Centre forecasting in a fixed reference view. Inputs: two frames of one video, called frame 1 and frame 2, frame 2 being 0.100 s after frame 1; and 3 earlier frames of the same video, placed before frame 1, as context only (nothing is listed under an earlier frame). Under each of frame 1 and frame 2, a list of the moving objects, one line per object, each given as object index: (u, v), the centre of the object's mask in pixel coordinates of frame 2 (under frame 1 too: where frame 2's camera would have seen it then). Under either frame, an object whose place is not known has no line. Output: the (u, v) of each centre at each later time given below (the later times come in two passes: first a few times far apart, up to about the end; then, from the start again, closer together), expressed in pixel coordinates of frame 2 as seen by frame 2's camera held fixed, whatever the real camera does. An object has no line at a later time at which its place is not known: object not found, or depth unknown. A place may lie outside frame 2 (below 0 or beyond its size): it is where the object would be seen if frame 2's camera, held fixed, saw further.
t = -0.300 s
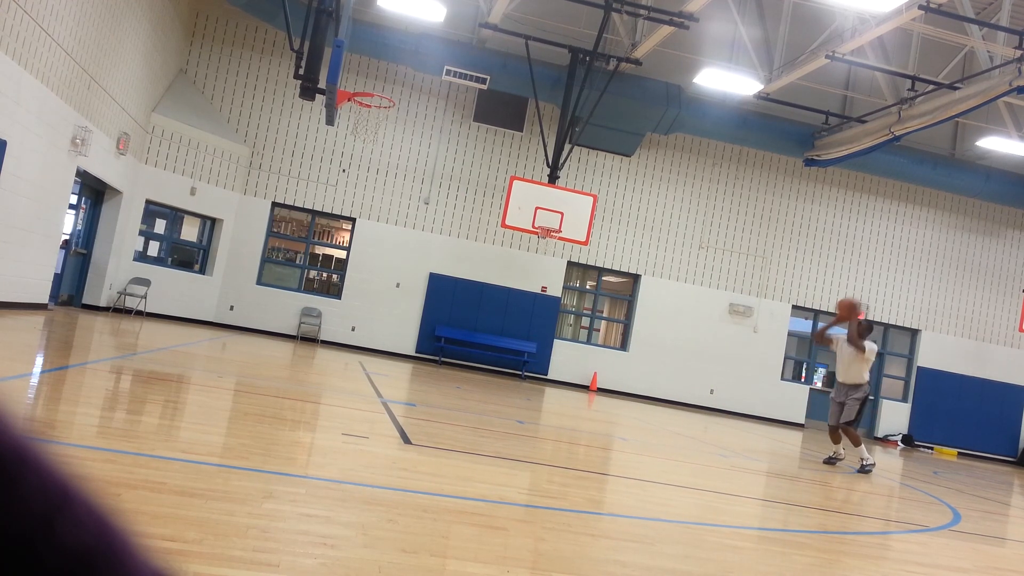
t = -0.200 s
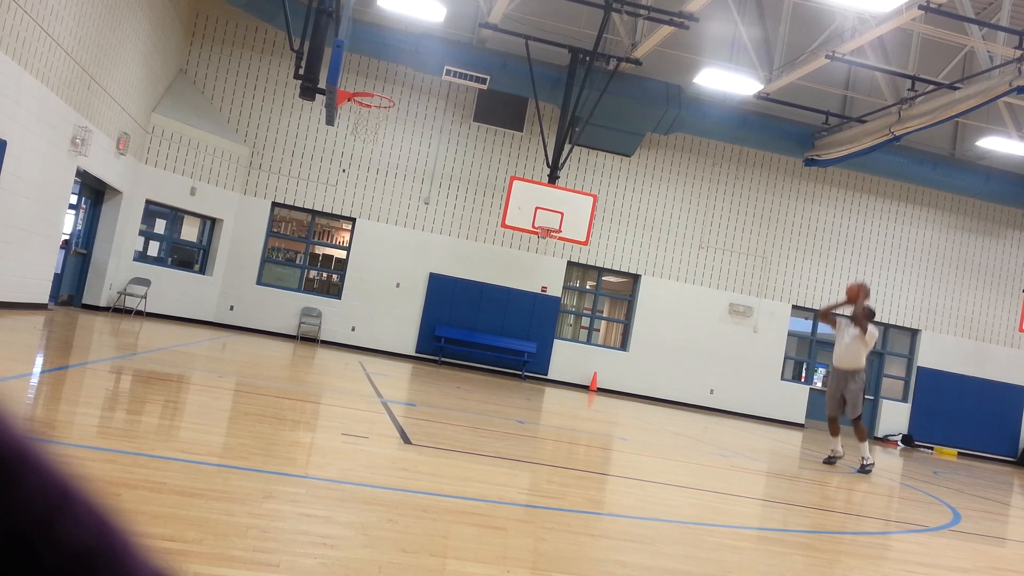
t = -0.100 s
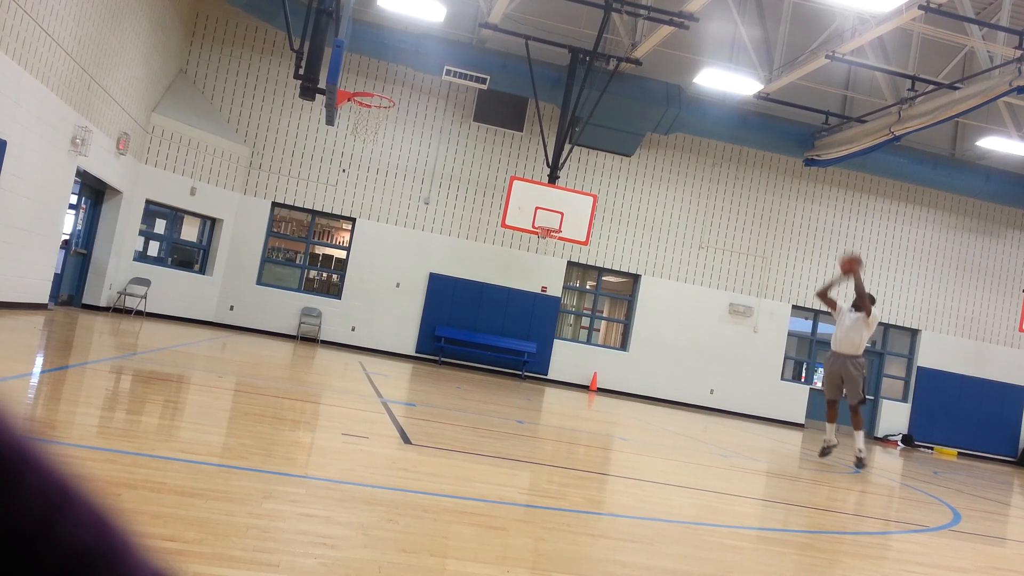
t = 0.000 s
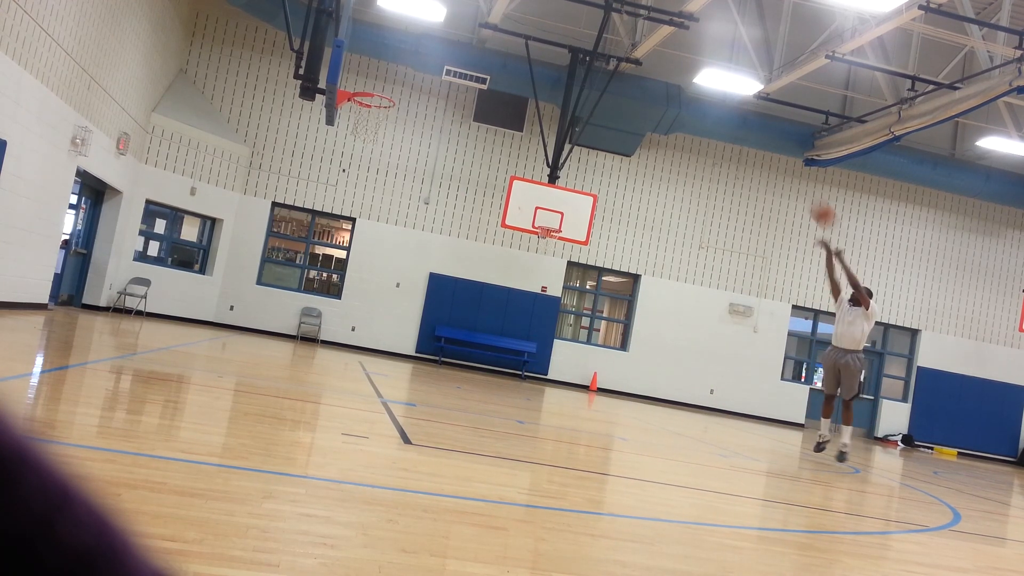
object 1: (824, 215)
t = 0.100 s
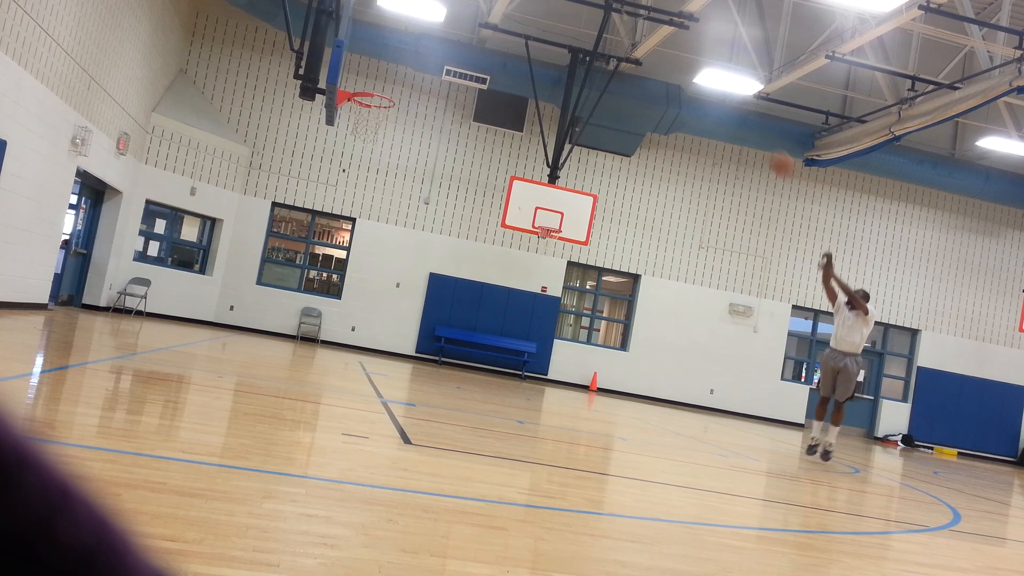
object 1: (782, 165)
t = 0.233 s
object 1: (727, 112)
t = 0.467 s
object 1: (622, 55)
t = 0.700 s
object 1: (515, 44)
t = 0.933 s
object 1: (396, 79)
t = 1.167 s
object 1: (391, 138)
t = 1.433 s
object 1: (413, 196)
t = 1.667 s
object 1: (423, 299)
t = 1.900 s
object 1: (436, 343)
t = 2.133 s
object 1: (463, 277)
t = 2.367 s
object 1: (482, 254)
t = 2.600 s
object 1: (493, 279)
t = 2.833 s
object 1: (495, 352)
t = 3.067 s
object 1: (511, 353)
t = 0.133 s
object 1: (768, 148)
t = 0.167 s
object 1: (754, 135)
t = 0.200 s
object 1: (741, 124)
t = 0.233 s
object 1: (727, 112)
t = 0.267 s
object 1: (712, 103)
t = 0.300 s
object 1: (695, 92)
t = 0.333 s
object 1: (682, 82)
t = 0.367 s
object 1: (667, 74)
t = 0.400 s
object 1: (652, 66)
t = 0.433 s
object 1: (637, 60)
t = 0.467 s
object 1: (622, 55)
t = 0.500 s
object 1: (607, 50)
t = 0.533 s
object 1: (593, 49)
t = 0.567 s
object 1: (577, 45)
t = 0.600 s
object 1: (562, 42)
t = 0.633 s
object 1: (546, 43)
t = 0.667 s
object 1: (530, 42)
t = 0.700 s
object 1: (515, 44)
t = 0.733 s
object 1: (497, 47)
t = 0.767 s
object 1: (481, 50)
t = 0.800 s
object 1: (467, 52)
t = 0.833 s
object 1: (448, 57)
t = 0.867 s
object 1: (432, 63)
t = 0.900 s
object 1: (414, 70)
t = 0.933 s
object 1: (396, 79)
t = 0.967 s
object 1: (379, 87)
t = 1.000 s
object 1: (362, 101)
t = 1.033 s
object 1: (368, 110)
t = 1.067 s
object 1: (378, 126)
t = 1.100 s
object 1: (383, 132)
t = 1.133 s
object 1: (388, 135)
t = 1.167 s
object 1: (391, 138)
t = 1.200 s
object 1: (394, 142)
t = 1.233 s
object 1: (397, 147)
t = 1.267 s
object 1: (400, 153)
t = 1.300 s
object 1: (403, 160)
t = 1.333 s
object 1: (406, 168)
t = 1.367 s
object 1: (408, 176)
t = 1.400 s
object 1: (411, 186)
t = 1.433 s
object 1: (413, 196)
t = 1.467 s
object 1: (415, 209)
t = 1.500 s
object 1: (416, 221)
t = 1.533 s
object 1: (418, 234)
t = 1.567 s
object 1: (419, 249)
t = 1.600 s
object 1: (420, 265)
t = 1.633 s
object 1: (422, 282)
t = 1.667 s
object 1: (423, 299)
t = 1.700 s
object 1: (423, 318)
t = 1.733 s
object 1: (424, 337)
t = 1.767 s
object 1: (424, 355)
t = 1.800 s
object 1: (423, 378)
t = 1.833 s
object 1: (427, 371)
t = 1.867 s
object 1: (432, 355)
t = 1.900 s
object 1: (436, 343)
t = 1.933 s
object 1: (440, 331)
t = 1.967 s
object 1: (444, 319)
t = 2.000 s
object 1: (448, 309)
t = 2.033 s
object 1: (452, 299)
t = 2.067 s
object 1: (456, 291)
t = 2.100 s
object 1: (459, 284)
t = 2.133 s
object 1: (463, 277)
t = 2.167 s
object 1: (466, 270)
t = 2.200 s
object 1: (469, 265)
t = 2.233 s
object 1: (472, 261)
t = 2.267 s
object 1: (475, 258)
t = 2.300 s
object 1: (478, 256)
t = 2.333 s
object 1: (480, 255)
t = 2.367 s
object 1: (482, 254)
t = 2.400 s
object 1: (484, 255)
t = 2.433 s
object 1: (486, 256)
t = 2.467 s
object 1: (488, 259)
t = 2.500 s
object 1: (490, 262)
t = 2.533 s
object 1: (491, 267)
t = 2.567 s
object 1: (492, 272)
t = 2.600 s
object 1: (493, 279)
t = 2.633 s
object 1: (494, 287)
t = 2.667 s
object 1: (495, 296)
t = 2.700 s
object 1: (495, 304)
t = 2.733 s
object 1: (496, 315)
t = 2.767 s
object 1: (496, 326)
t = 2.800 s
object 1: (496, 339)
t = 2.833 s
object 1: (495, 352)
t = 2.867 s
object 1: (495, 366)
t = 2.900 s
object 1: (494, 382)
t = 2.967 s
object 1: (498, 382)
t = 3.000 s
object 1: (503, 371)
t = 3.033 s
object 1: (507, 362)
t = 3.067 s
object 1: (511, 353)
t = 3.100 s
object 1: (515, 345)
